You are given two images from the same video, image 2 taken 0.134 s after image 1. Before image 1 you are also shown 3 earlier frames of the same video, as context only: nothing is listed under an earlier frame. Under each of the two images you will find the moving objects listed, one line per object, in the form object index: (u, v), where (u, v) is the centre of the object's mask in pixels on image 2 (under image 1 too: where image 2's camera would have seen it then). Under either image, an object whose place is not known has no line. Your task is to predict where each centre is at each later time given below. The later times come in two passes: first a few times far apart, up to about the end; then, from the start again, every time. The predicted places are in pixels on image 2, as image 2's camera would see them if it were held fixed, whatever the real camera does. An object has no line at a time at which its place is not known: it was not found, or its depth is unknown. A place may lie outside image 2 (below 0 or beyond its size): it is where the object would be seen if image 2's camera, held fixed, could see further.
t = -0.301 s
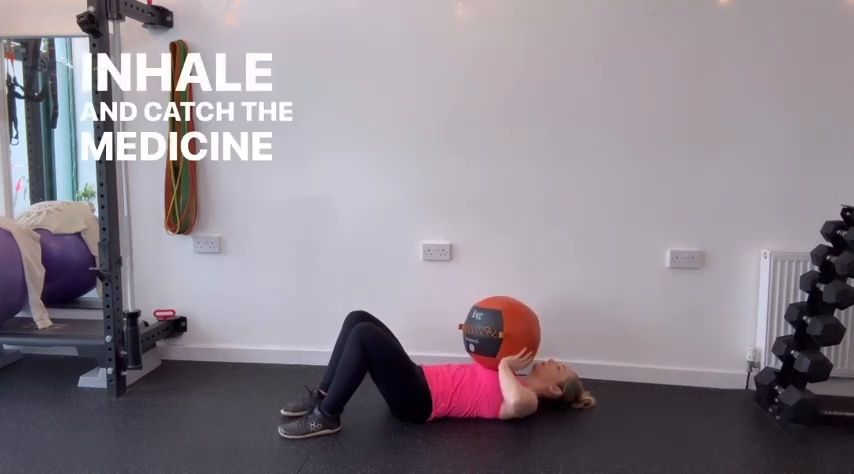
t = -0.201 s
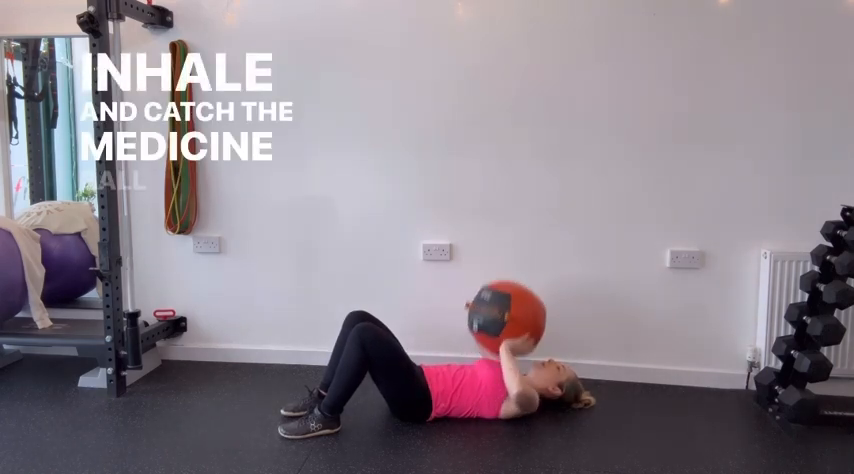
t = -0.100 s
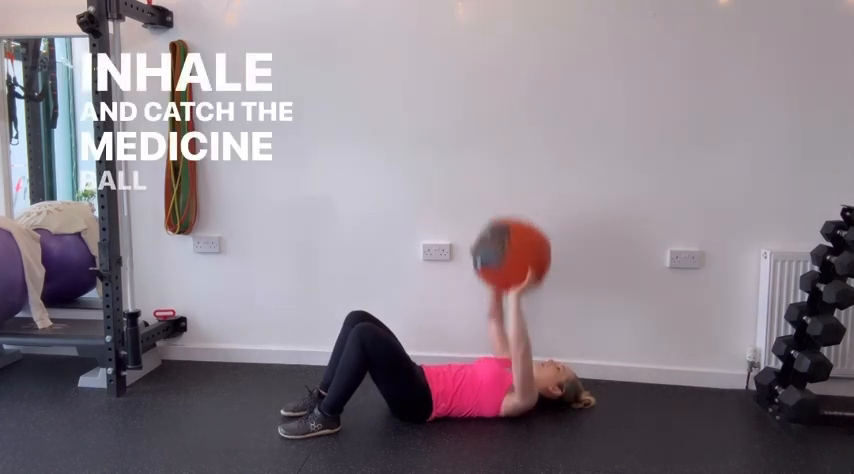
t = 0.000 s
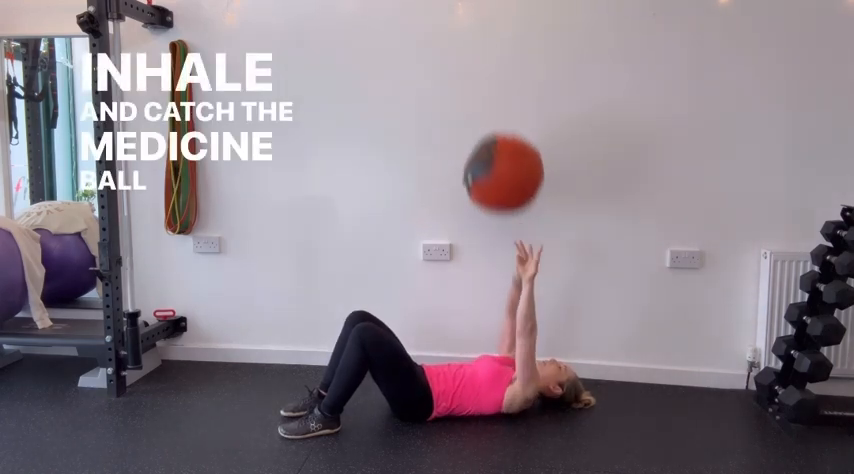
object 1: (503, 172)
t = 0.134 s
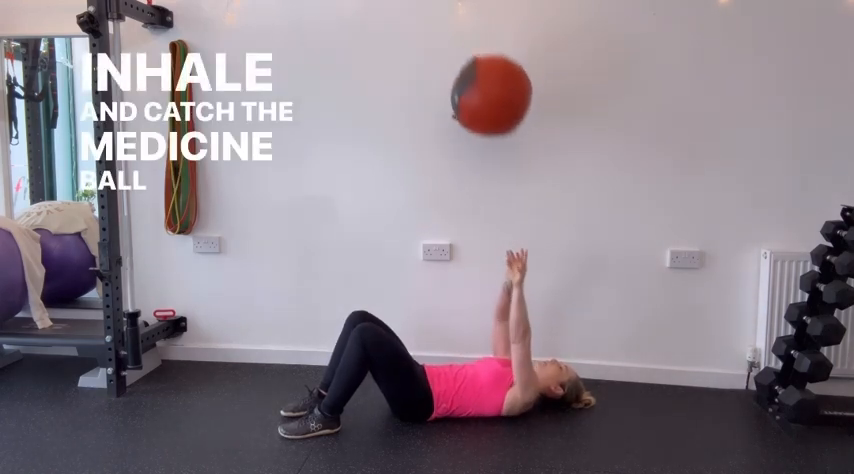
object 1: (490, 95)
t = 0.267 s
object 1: (477, 57)
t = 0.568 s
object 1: (444, 119)
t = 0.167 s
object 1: (487, 81)
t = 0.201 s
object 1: (484, 70)
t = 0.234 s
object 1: (480, 62)
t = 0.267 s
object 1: (477, 57)
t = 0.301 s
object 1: (474, 54)
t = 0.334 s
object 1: (470, 53)
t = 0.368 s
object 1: (466, 55)
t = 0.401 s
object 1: (463, 60)
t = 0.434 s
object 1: (459, 67)
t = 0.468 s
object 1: (455, 76)
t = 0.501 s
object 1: (452, 88)
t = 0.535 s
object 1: (448, 103)
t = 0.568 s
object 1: (444, 119)
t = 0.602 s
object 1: (441, 138)
